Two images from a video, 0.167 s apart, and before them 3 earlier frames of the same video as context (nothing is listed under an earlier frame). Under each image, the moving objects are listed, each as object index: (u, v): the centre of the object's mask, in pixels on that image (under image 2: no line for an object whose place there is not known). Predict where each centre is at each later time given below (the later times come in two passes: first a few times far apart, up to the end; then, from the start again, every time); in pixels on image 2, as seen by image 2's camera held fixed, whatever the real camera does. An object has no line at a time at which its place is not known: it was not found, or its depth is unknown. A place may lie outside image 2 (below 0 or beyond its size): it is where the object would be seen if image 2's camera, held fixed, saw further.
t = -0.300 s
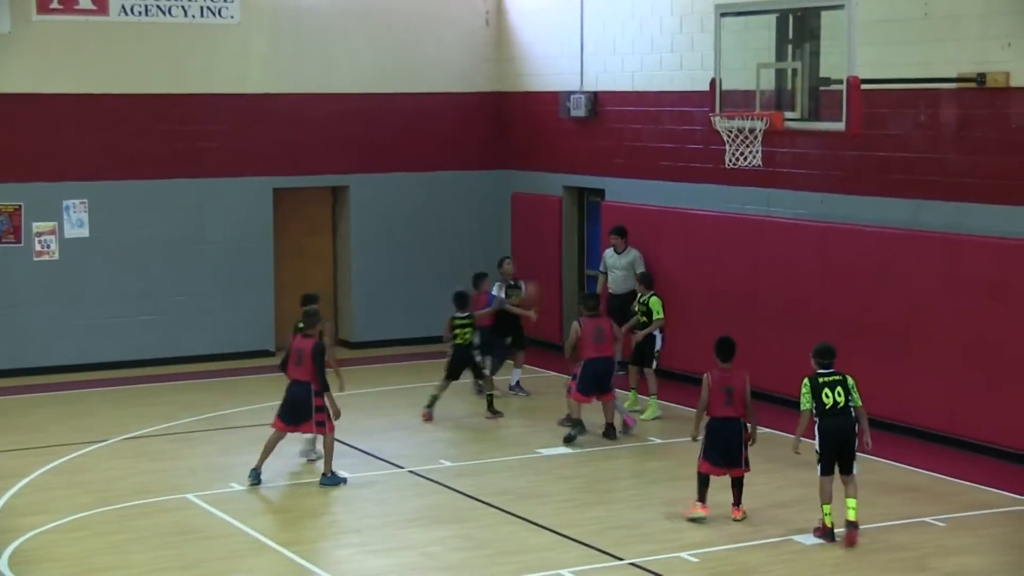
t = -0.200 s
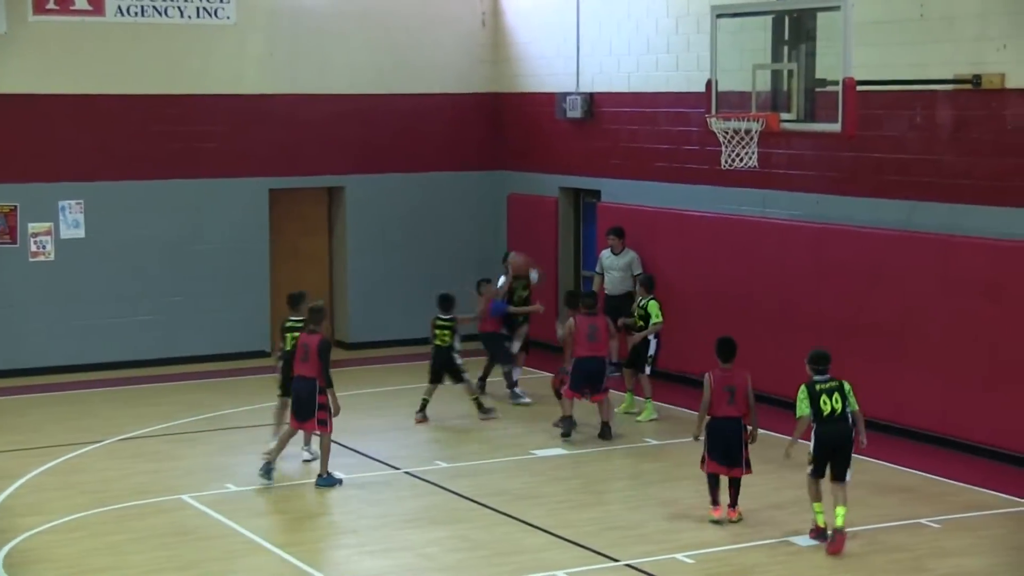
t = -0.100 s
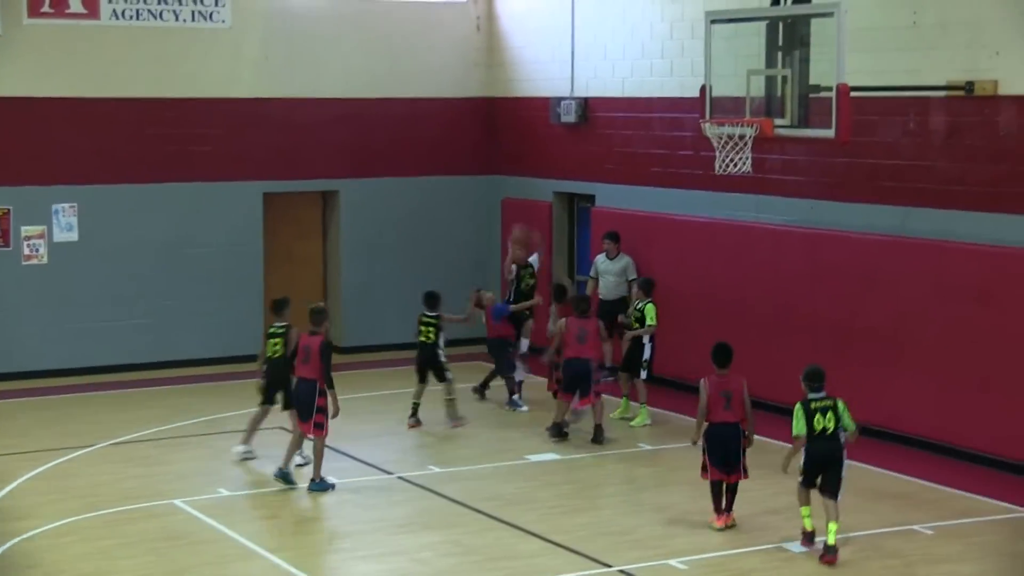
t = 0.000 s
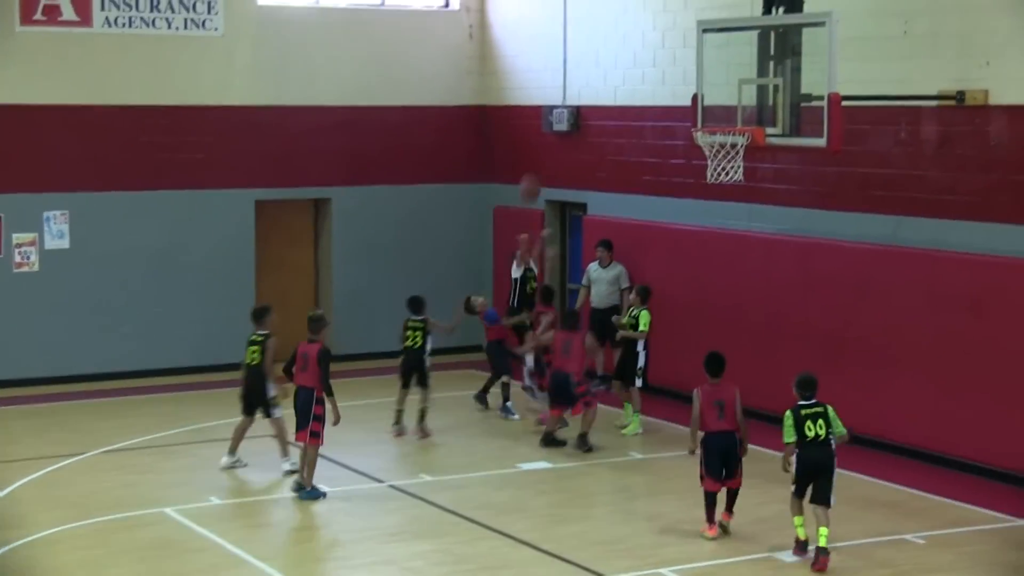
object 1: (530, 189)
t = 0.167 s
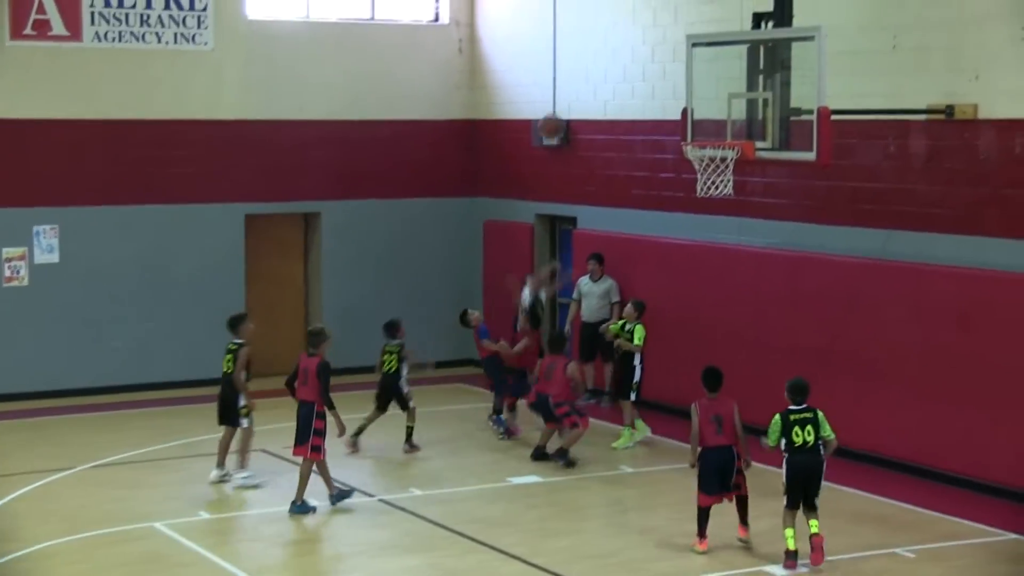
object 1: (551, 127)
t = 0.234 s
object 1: (563, 102)
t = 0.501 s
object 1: (618, 43)
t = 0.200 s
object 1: (557, 113)
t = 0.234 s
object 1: (563, 102)
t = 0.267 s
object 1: (570, 91)
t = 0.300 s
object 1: (577, 81)
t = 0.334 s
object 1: (584, 73)
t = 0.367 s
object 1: (590, 64)
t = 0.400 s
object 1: (597, 58)
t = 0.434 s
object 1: (604, 52)
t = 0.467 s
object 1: (611, 47)
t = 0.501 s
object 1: (618, 43)
